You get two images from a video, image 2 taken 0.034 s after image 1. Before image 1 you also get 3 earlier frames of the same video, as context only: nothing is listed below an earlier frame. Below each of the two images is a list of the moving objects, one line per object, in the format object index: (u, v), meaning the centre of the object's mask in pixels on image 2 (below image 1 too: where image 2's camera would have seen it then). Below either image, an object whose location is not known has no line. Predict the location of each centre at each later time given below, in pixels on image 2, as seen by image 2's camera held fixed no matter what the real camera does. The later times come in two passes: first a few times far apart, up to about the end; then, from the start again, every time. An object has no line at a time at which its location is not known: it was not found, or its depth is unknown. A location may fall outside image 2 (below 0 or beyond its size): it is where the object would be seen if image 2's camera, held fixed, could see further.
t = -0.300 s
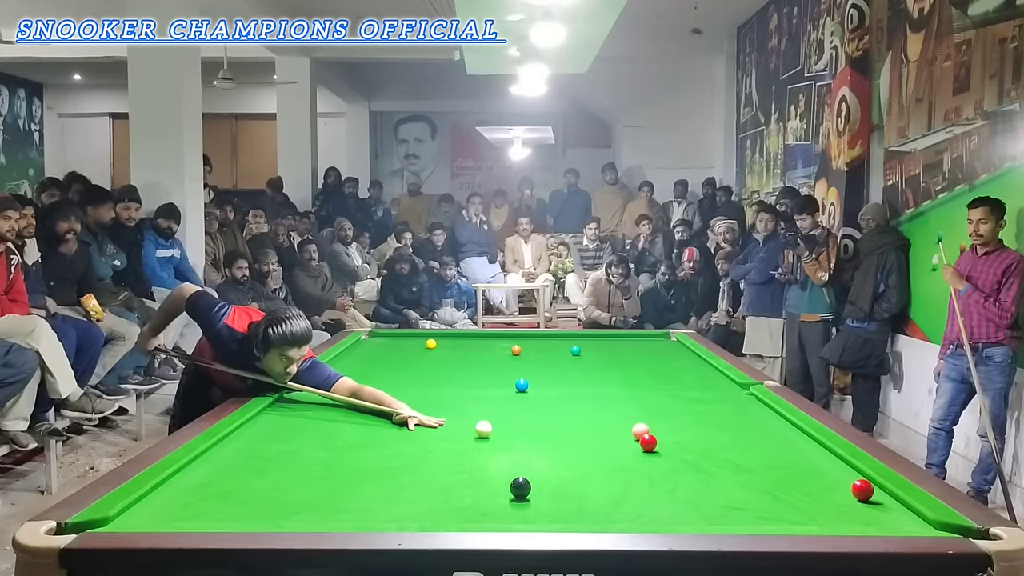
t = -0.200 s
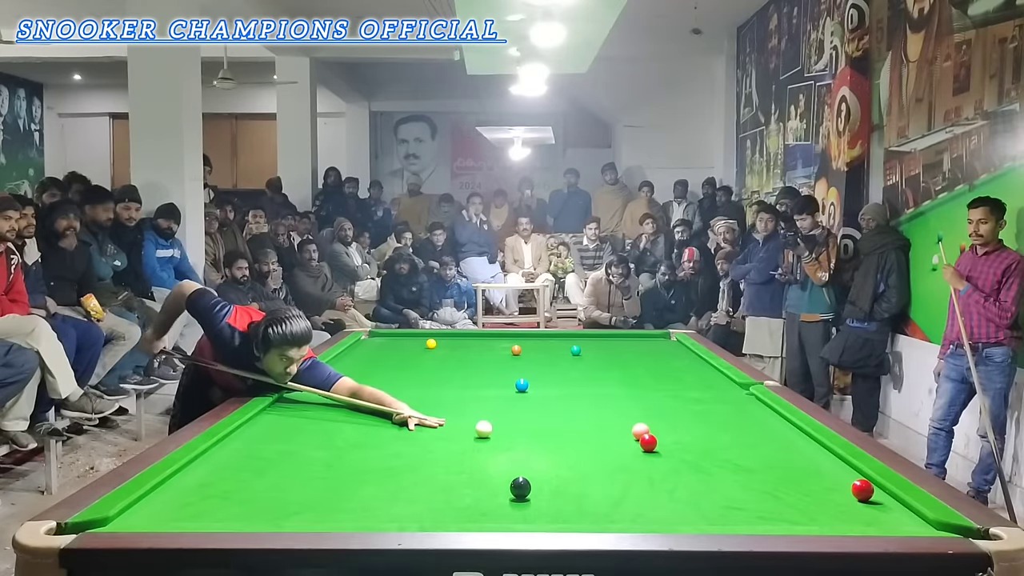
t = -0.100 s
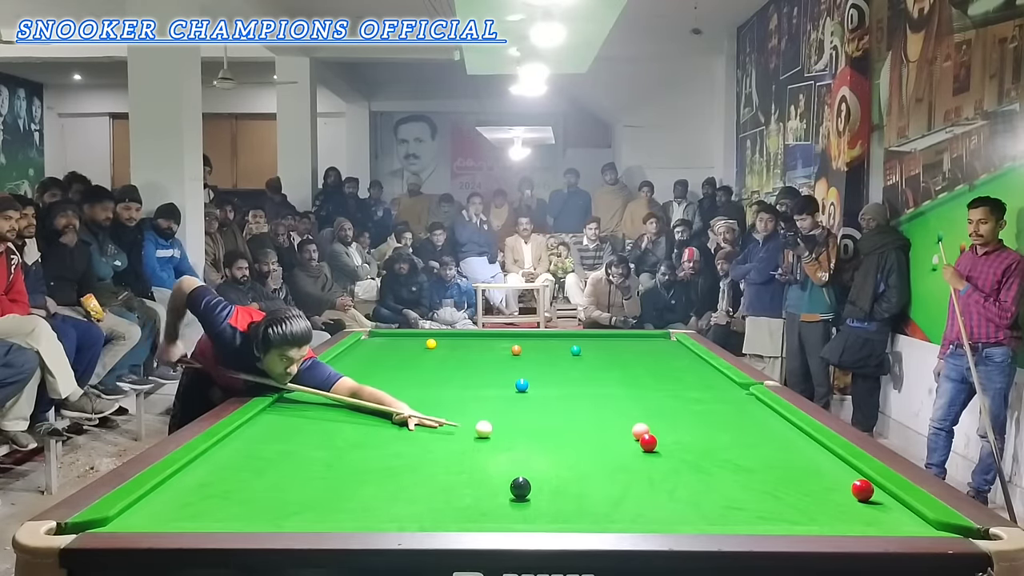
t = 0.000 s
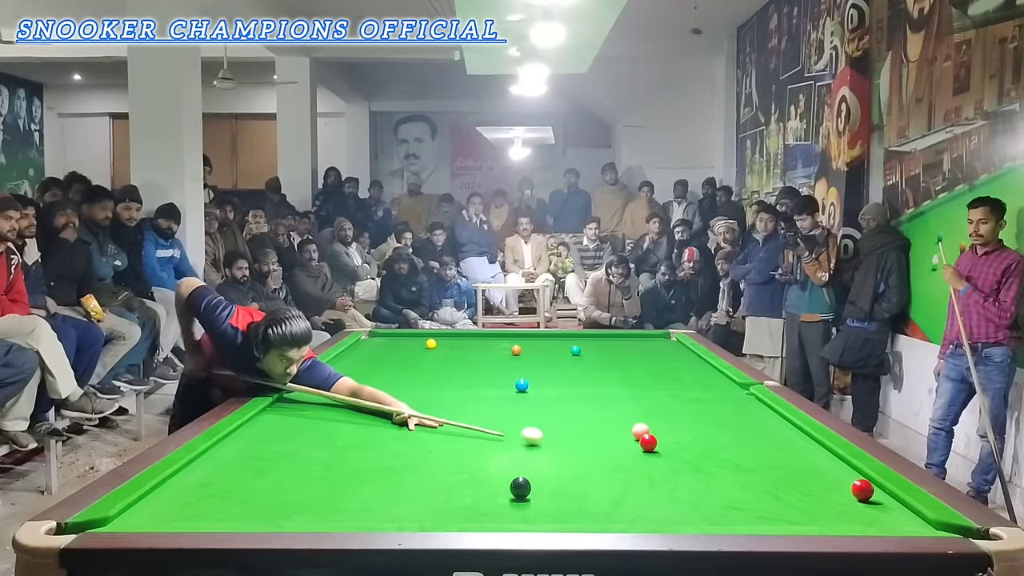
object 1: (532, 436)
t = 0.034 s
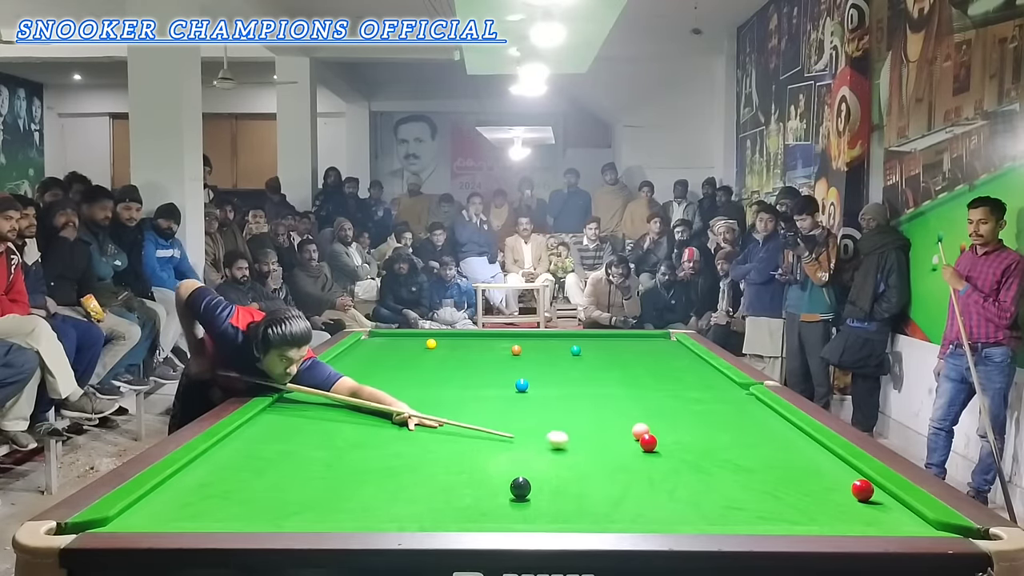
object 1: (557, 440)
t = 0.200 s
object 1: (682, 459)
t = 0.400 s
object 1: (816, 479)
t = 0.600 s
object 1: (826, 481)
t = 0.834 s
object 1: (753, 478)
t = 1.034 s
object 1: (695, 476)
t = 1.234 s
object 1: (640, 474)
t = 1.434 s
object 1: (587, 472)
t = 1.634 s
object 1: (537, 470)
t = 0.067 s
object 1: (583, 444)
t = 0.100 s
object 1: (608, 448)
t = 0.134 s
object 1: (633, 452)
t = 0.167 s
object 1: (658, 455)
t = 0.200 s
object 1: (682, 459)
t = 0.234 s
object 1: (705, 462)
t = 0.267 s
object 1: (729, 466)
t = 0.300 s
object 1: (751, 469)
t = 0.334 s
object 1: (772, 472)
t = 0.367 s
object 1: (794, 476)
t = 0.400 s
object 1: (816, 479)
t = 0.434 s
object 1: (838, 482)
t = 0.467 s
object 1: (856, 480)
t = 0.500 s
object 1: (864, 480)
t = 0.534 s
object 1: (851, 482)
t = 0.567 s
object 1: (838, 482)
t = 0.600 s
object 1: (826, 481)
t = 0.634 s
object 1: (815, 481)
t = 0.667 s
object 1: (805, 480)
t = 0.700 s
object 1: (794, 480)
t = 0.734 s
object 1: (784, 479)
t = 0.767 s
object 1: (773, 479)
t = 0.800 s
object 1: (763, 478)
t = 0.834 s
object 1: (753, 478)
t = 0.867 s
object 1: (743, 478)
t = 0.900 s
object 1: (733, 477)
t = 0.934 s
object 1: (724, 477)
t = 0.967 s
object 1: (714, 477)
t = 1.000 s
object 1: (704, 476)
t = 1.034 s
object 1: (695, 476)
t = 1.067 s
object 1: (685, 476)
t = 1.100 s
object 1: (676, 475)
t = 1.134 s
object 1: (667, 475)
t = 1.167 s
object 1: (657, 475)
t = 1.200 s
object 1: (649, 475)
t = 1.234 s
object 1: (640, 474)
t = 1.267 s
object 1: (630, 474)
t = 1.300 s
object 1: (621, 473)
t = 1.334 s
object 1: (612, 473)
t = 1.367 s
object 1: (604, 473)
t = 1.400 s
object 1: (595, 472)
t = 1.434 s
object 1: (587, 472)
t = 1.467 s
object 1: (578, 472)
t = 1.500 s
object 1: (570, 472)
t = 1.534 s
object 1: (562, 471)
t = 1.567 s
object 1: (554, 471)
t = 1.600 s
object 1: (545, 471)
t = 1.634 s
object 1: (537, 470)
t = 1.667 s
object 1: (530, 469)
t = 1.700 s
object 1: (522, 468)
